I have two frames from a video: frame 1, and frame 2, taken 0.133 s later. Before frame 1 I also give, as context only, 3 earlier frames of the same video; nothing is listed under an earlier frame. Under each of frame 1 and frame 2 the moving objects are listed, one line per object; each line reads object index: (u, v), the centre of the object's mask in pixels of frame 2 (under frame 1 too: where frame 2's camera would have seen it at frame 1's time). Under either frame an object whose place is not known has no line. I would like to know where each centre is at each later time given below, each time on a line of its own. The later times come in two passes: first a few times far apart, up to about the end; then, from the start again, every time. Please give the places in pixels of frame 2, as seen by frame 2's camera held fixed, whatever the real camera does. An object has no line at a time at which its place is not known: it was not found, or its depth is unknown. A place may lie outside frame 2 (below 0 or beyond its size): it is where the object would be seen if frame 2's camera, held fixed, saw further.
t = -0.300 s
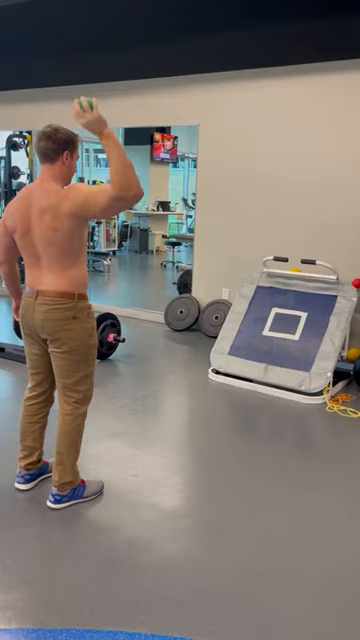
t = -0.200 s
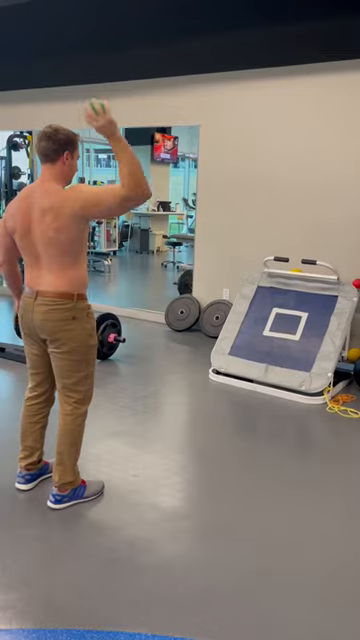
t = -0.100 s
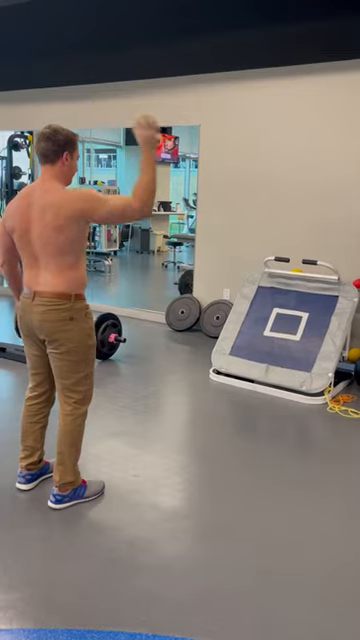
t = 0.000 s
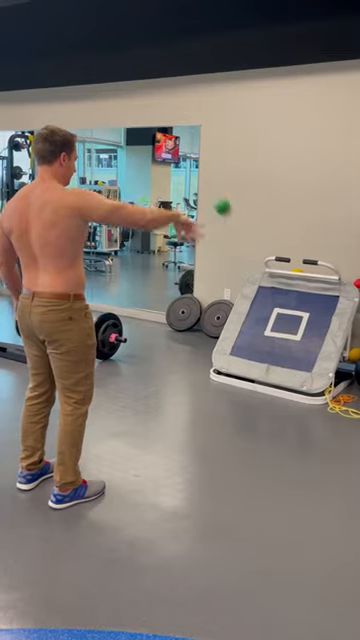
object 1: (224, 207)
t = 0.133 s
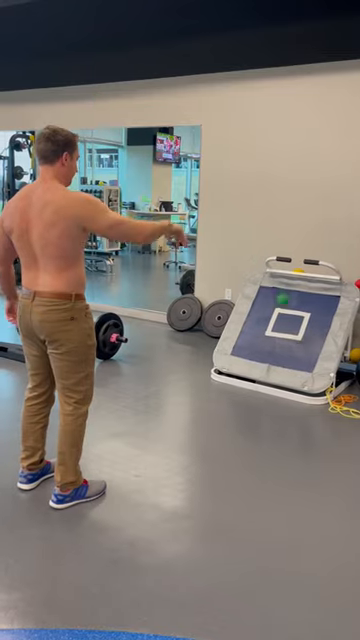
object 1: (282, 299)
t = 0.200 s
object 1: (294, 310)
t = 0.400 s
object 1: (257, 208)
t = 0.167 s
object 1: (294, 320)
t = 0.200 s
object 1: (294, 310)
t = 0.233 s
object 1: (289, 293)
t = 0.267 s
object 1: (284, 277)
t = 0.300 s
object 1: (278, 260)
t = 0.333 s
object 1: (272, 242)
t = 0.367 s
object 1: (265, 225)
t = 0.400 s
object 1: (257, 208)
